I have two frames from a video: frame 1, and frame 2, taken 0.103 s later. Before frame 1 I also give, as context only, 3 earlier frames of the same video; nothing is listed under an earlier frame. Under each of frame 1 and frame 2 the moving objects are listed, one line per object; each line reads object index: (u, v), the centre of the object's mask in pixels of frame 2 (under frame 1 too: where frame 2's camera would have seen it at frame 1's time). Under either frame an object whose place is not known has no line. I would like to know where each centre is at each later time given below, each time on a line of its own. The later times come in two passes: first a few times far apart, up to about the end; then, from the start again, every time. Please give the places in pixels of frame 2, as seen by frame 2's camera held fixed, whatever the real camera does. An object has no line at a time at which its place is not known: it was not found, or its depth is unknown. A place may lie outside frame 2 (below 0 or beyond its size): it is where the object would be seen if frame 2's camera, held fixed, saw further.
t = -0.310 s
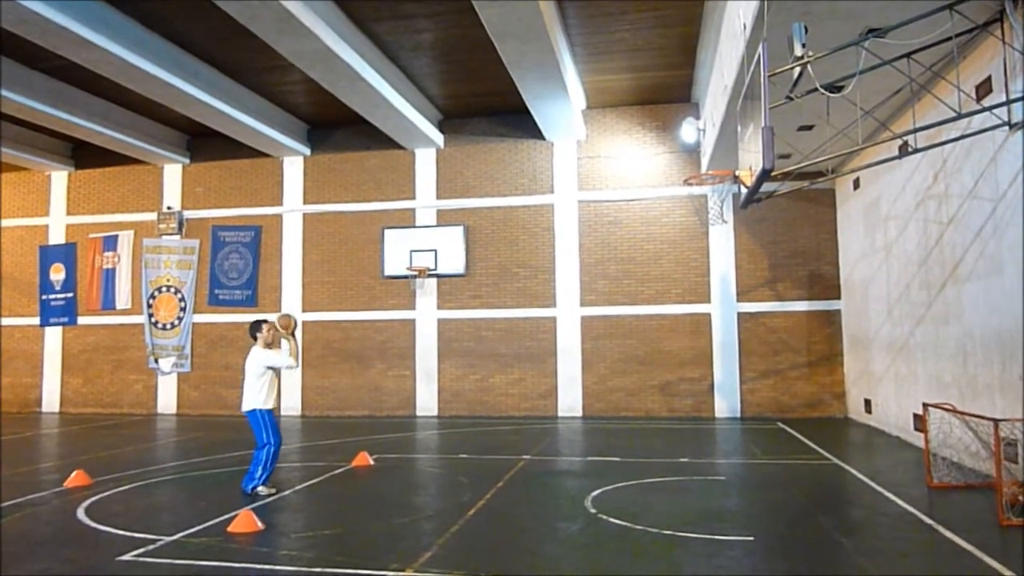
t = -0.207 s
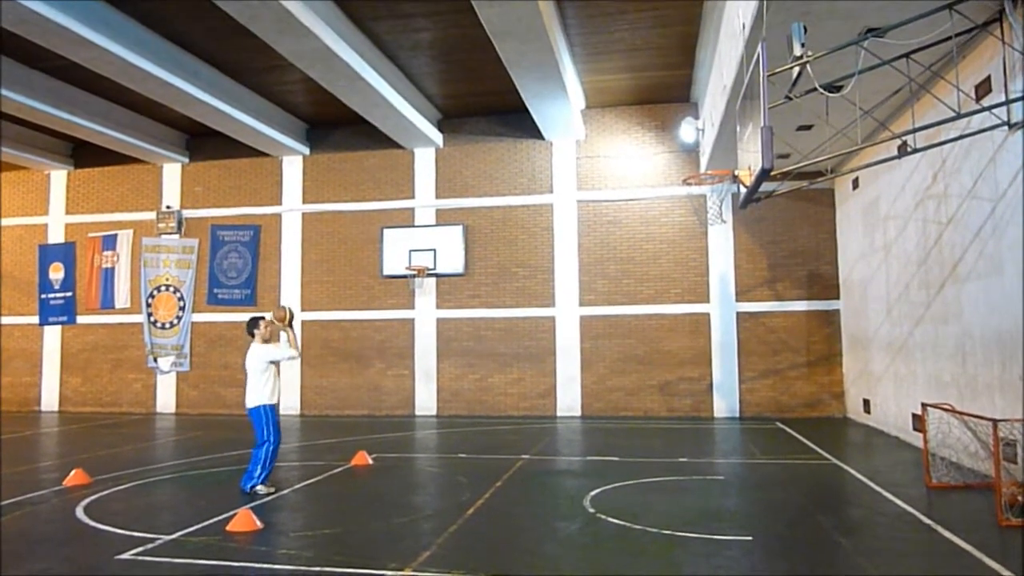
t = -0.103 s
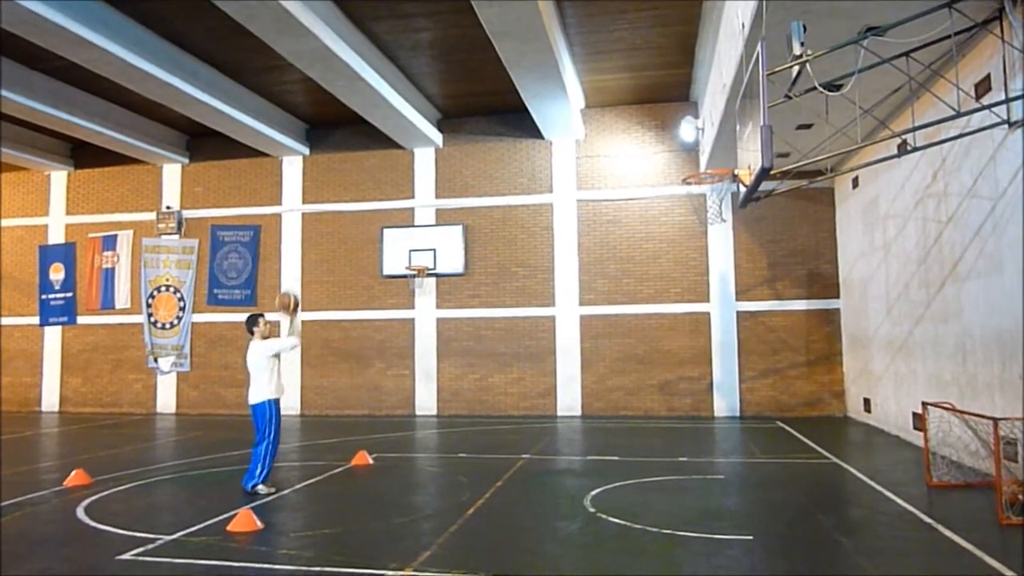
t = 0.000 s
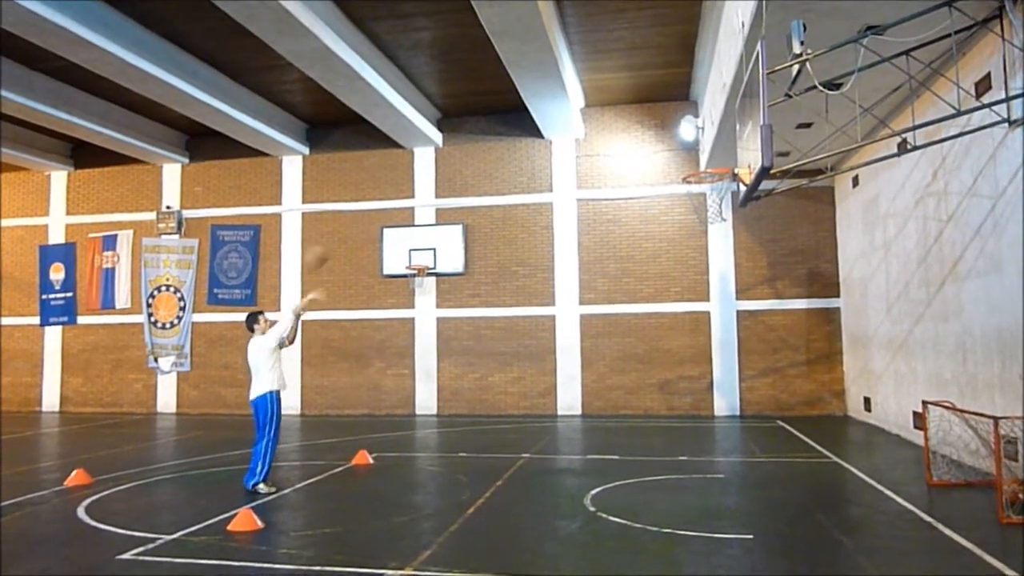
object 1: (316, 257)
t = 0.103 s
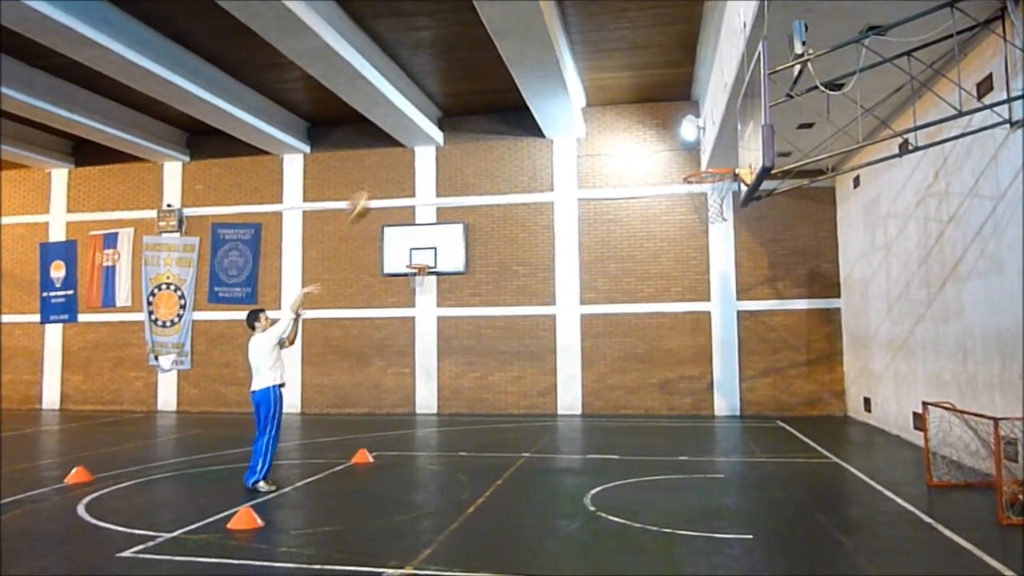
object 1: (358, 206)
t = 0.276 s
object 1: (424, 148)
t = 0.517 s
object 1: (519, 106)
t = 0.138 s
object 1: (372, 190)
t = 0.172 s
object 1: (384, 179)
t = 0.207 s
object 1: (397, 168)
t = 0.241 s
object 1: (410, 158)
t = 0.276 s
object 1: (424, 148)
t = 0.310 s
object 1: (442, 136)
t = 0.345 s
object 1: (453, 130)
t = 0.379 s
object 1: (466, 123)
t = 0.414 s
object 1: (480, 117)
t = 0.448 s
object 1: (494, 112)
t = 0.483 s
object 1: (507, 108)
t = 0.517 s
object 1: (519, 106)
